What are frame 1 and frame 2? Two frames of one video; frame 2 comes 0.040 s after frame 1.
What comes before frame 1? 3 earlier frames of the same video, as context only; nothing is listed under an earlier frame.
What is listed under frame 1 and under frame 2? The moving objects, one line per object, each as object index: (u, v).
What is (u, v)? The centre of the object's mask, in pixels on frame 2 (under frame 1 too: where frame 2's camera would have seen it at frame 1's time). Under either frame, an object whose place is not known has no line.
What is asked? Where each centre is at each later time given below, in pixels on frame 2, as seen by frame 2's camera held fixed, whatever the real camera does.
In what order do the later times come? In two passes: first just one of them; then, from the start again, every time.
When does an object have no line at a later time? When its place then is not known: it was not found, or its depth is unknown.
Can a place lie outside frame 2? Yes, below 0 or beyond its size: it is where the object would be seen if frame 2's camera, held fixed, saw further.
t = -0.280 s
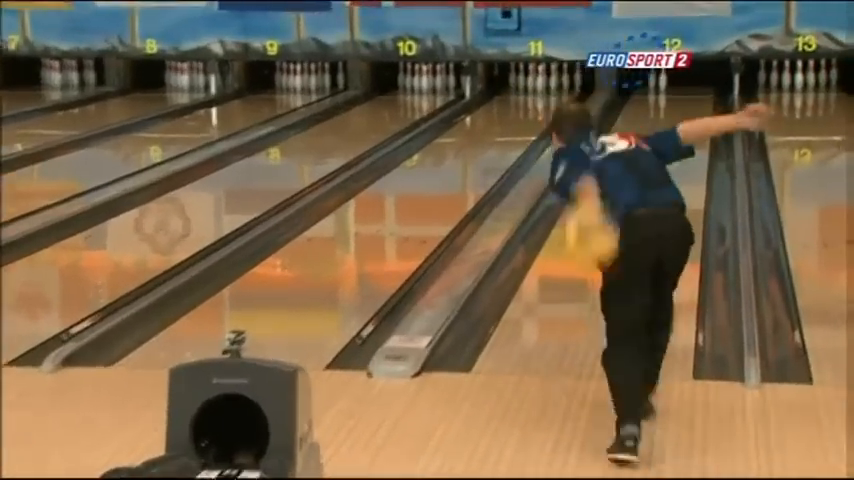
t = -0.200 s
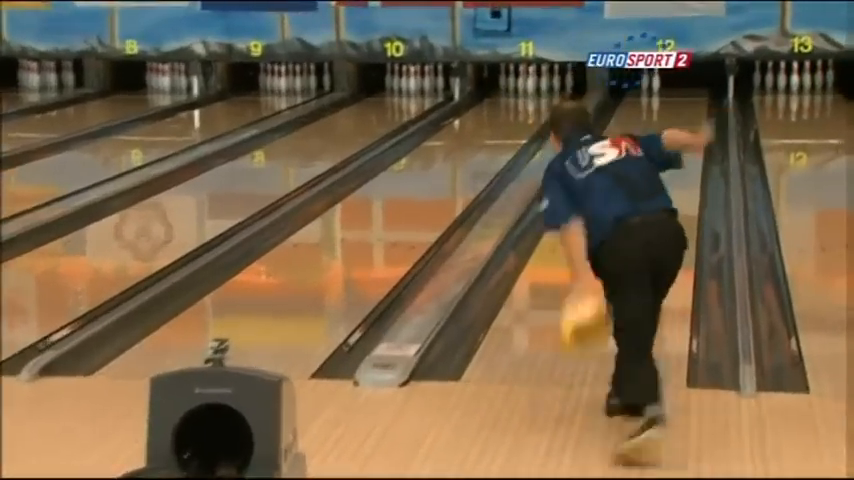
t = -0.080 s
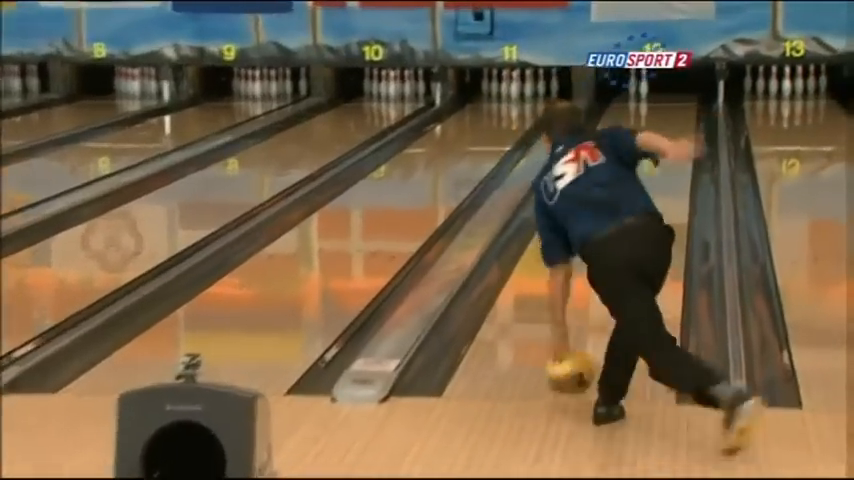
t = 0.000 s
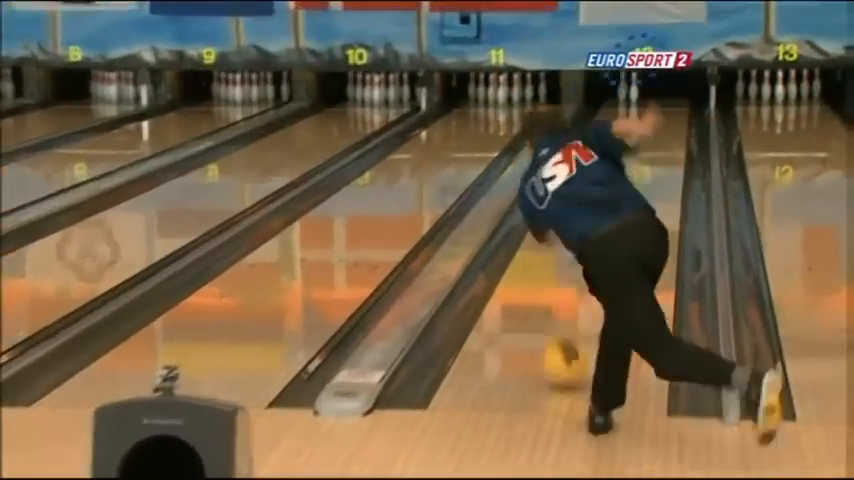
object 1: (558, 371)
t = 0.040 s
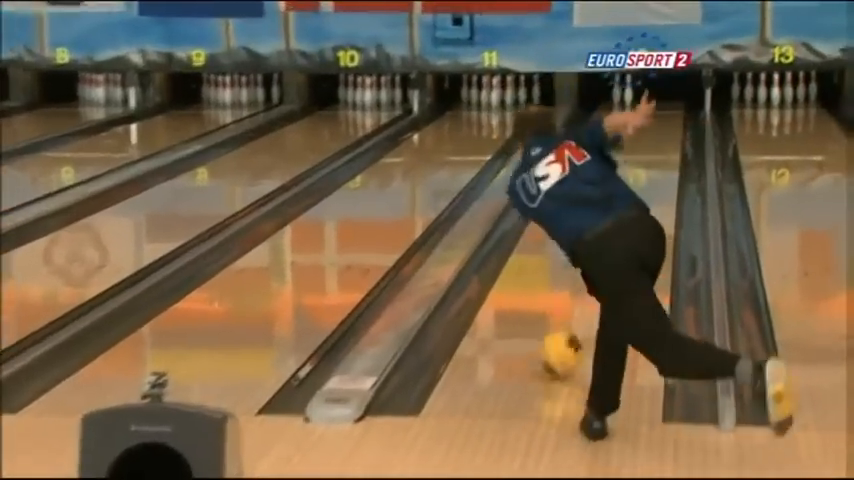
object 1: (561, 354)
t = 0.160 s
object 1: (568, 316)
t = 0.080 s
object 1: (563, 342)
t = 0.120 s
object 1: (567, 328)
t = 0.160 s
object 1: (568, 316)
